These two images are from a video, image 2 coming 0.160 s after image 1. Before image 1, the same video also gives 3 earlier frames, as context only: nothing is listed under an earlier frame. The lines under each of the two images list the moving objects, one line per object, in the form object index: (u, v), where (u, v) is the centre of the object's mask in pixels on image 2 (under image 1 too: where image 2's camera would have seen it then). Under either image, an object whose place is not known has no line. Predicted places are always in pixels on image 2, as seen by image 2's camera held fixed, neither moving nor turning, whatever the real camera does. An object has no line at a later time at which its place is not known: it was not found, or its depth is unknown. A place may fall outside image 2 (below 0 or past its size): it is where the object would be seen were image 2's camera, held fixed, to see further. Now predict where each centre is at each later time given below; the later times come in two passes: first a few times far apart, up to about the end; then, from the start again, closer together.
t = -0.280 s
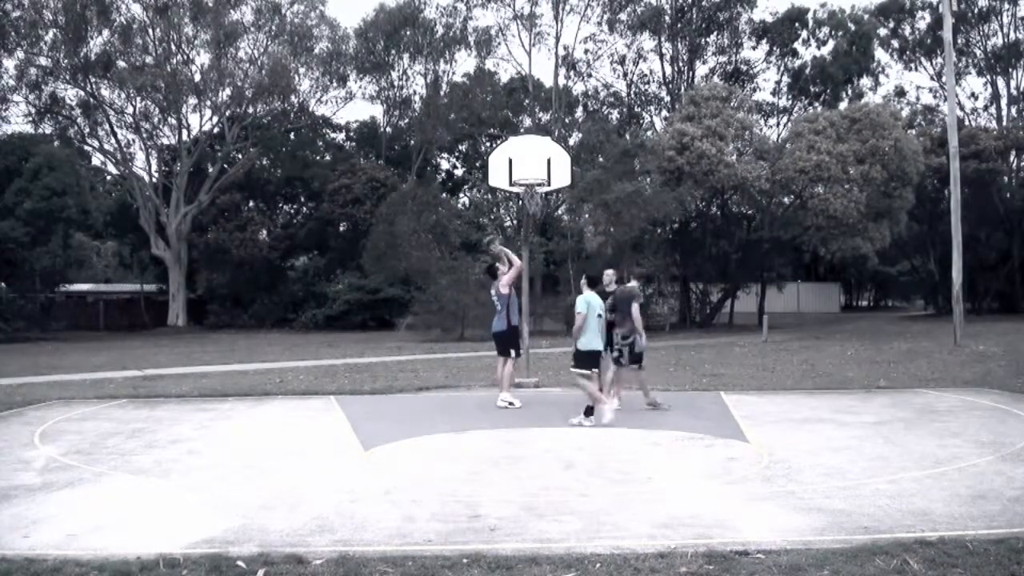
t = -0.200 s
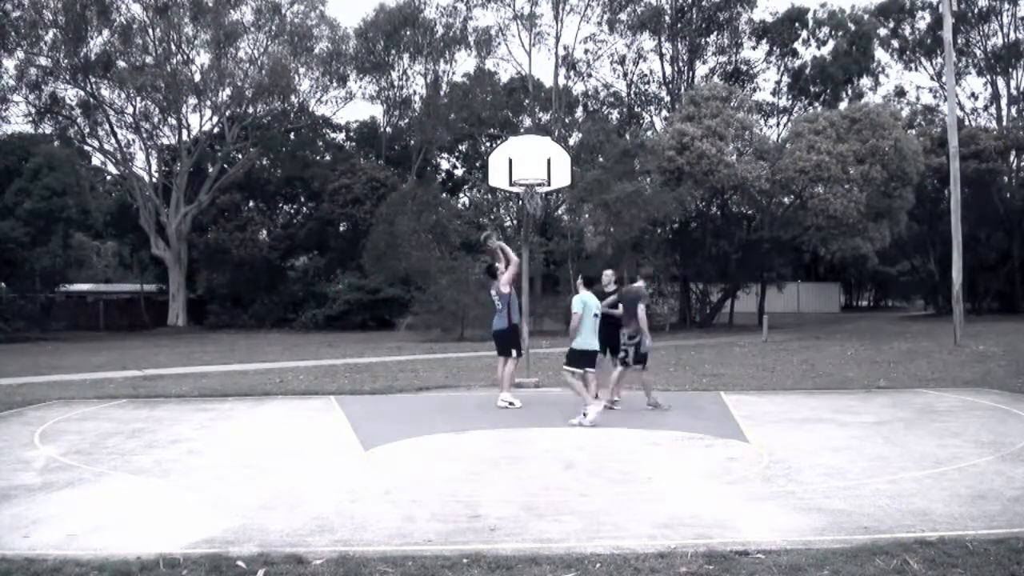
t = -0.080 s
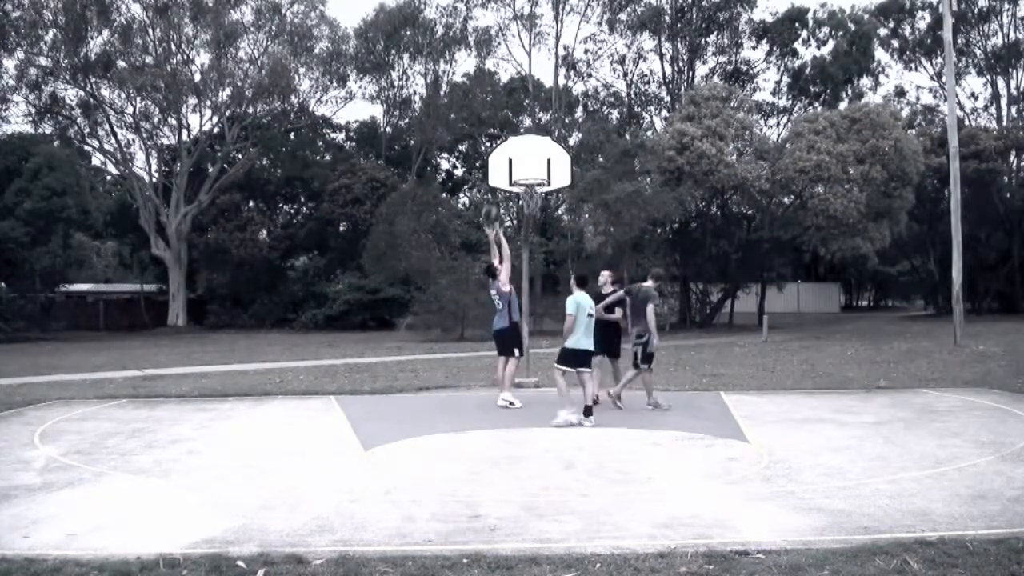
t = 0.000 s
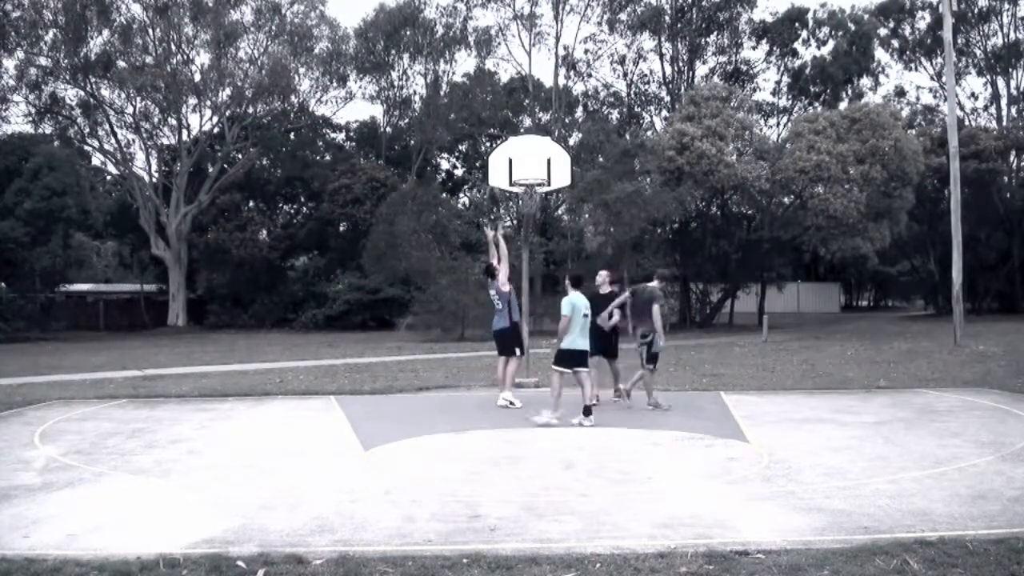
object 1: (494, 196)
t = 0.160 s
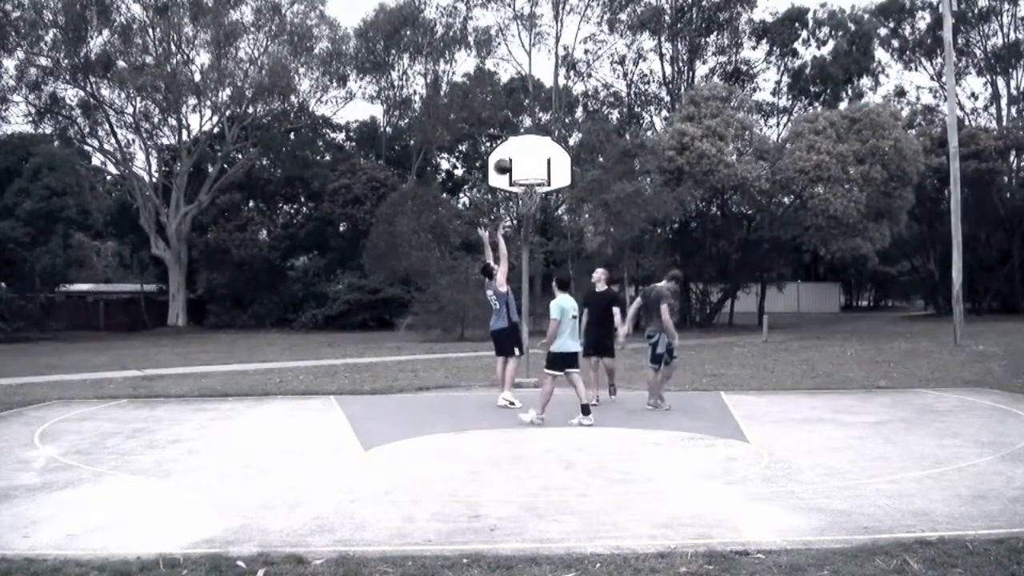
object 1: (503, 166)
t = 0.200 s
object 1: (504, 162)
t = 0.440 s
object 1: (516, 162)
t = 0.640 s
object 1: (526, 168)
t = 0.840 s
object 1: (537, 175)
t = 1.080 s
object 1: (520, 188)
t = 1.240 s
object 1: (524, 188)
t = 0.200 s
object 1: (504, 162)
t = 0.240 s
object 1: (506, 160)
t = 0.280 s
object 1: (508, 158)
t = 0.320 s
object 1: (510, 157)
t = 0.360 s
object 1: (512, 158)
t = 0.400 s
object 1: (514, 159)
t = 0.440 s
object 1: (516, 162)
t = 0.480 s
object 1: (517, 166)
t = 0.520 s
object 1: (519, 170)
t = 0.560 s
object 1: (520, 172)
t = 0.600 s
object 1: (523, 170)
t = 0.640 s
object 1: (526, 168)
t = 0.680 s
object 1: (528, 168)
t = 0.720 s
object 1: (530, 168)
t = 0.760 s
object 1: (533, 169)
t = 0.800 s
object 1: (535, 171)
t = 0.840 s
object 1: (537, 175)
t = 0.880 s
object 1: (537, 177)
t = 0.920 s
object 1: (534, 178)
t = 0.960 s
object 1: (530, 180)
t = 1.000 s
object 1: (527, 186)
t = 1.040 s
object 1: (523, 188)
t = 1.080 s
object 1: (520, 188)
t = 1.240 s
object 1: (524, 188)
